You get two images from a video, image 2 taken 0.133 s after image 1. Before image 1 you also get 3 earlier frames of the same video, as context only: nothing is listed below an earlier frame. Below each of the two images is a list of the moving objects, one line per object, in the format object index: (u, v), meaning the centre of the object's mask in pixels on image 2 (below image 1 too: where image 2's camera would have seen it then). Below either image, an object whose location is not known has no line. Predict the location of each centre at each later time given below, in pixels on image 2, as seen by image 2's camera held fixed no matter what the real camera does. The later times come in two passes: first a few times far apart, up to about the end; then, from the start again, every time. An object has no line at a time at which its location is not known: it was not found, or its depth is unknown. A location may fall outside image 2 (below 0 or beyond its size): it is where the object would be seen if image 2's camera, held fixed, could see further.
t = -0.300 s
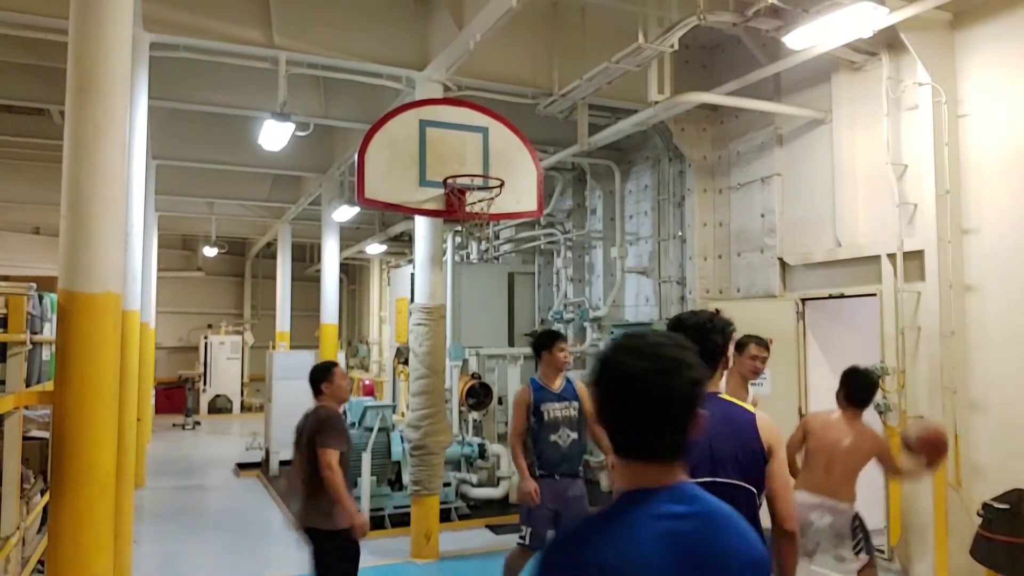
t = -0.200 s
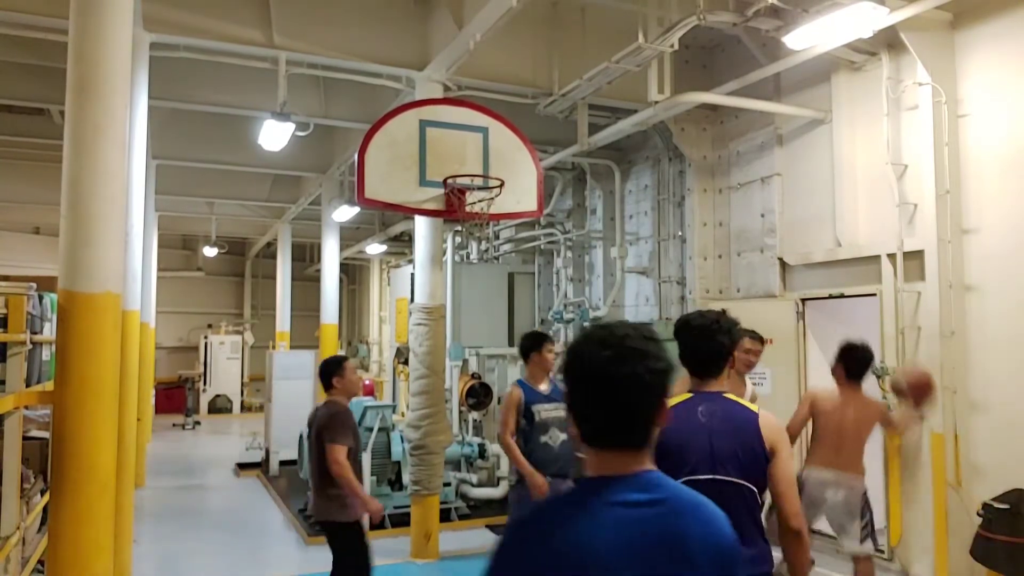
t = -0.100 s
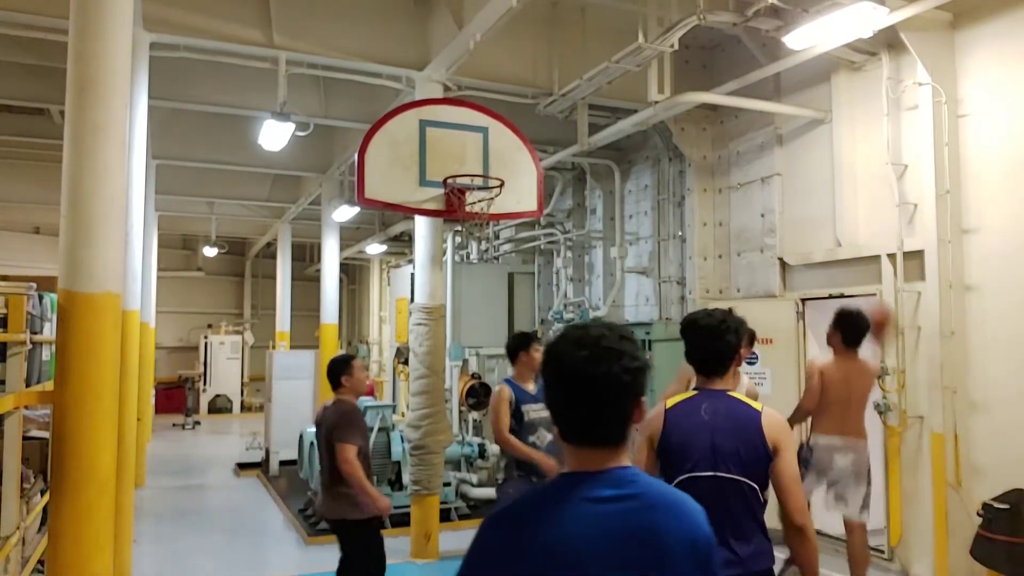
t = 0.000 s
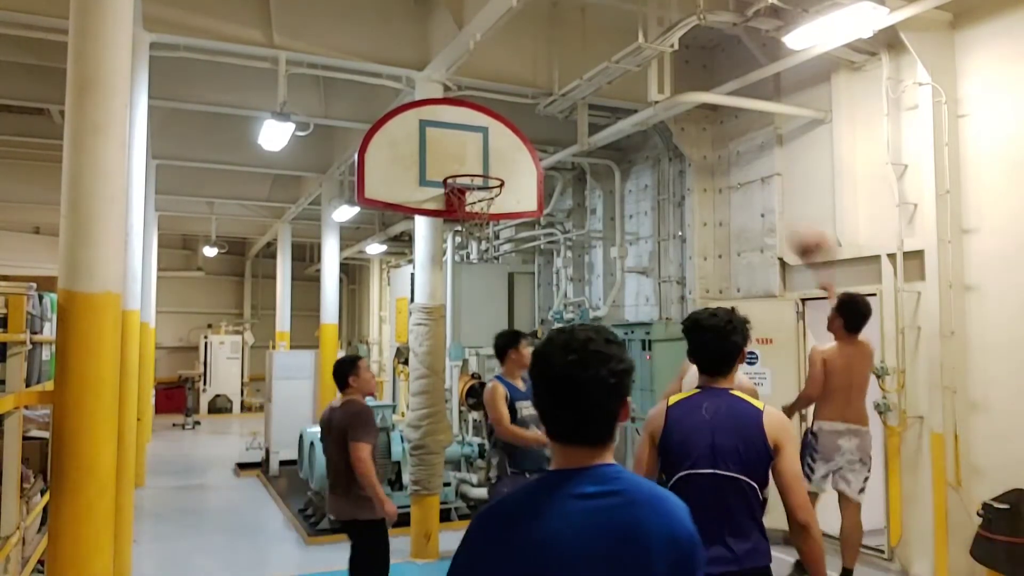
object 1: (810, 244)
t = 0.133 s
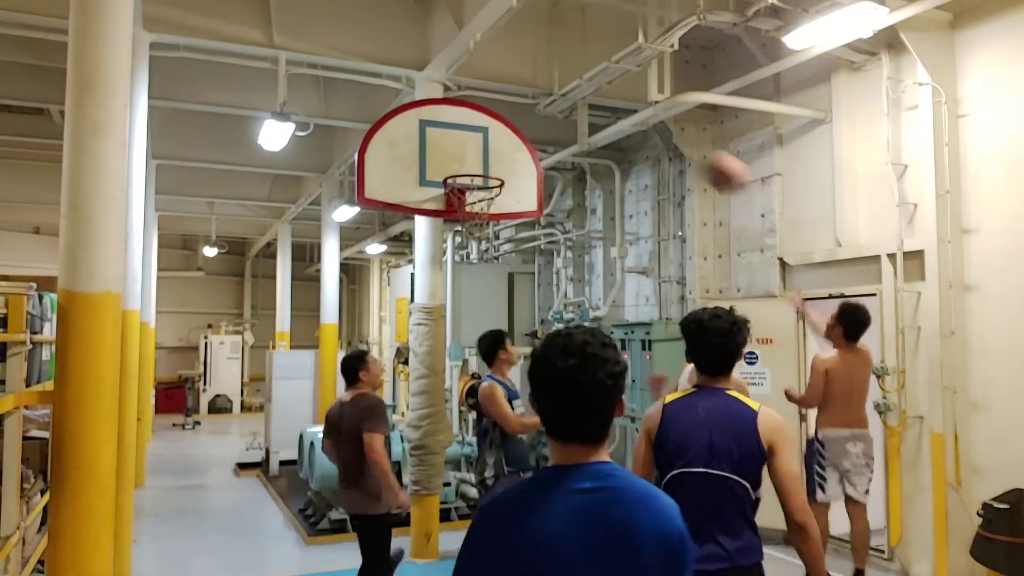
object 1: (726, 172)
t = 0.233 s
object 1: (668, 140)
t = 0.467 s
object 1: (538, 116)
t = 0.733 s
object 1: (497, 125)
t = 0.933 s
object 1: (471, 195)
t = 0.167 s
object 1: (707, 159)
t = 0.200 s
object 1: (688, 149)
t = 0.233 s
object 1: (668, 140)
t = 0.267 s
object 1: (650, 134)
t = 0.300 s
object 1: (629, 125)
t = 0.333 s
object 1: (608, 120)
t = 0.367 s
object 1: (591, 117)
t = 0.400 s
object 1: (572, 114)
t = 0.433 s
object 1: (558, 114)
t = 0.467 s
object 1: (538, 116)
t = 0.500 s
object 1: (521, 119)
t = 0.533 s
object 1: (517, 116)
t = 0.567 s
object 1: (514, 113)
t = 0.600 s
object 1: (510, 113)
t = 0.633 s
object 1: (507, 113)
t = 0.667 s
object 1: (504, 116)
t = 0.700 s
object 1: (501, 120)
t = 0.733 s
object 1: (497, 125)
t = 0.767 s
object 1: (493, 133)
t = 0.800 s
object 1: (489, 143)
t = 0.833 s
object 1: (485, 154)
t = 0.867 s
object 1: (481, 166)
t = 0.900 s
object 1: (477, 179)
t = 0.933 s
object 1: (471, 195)
